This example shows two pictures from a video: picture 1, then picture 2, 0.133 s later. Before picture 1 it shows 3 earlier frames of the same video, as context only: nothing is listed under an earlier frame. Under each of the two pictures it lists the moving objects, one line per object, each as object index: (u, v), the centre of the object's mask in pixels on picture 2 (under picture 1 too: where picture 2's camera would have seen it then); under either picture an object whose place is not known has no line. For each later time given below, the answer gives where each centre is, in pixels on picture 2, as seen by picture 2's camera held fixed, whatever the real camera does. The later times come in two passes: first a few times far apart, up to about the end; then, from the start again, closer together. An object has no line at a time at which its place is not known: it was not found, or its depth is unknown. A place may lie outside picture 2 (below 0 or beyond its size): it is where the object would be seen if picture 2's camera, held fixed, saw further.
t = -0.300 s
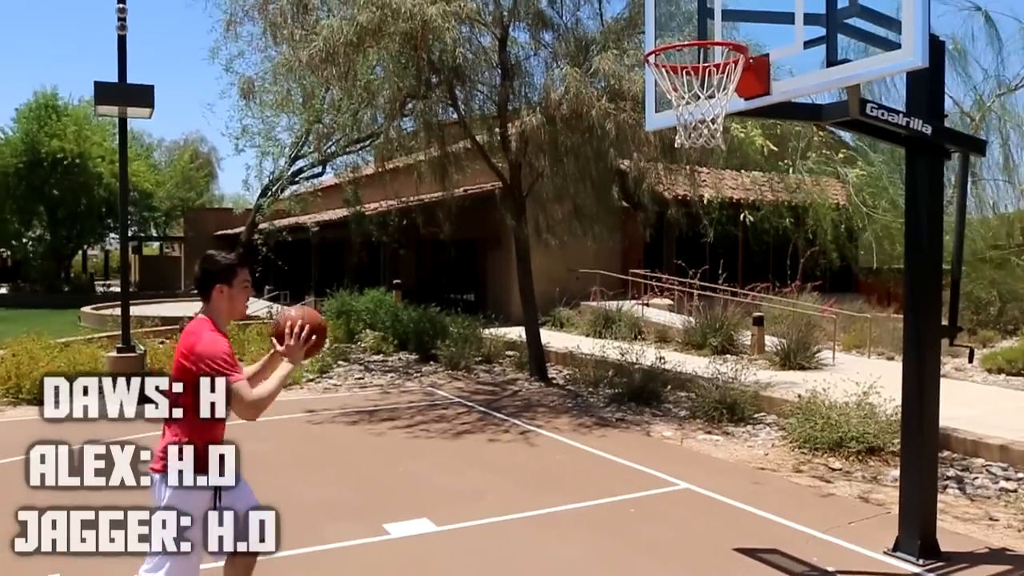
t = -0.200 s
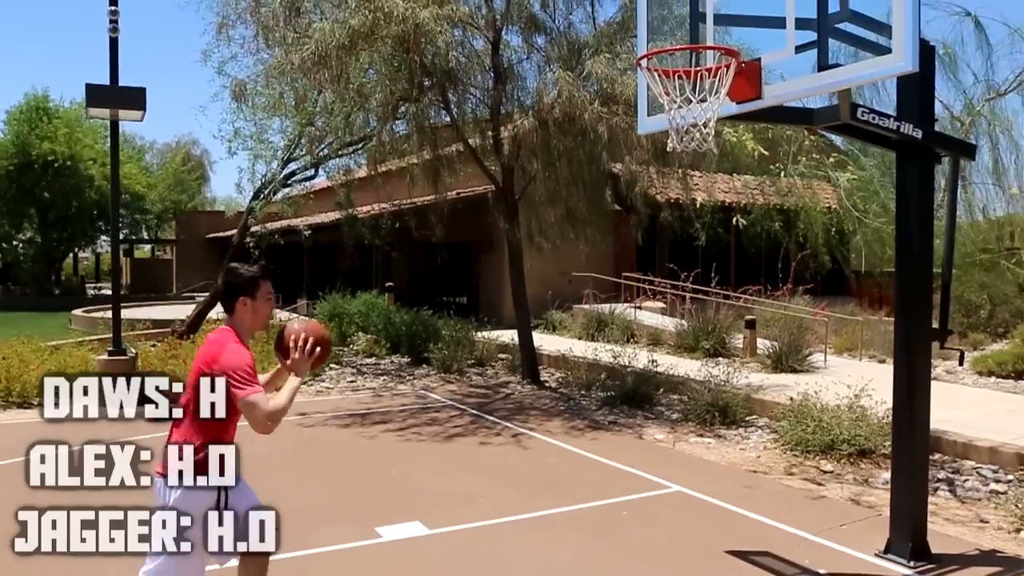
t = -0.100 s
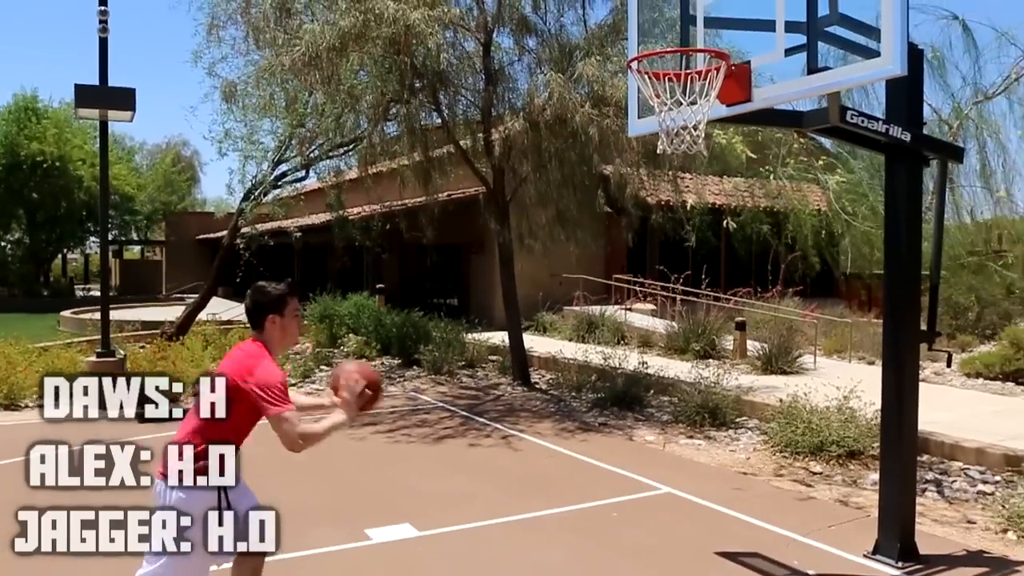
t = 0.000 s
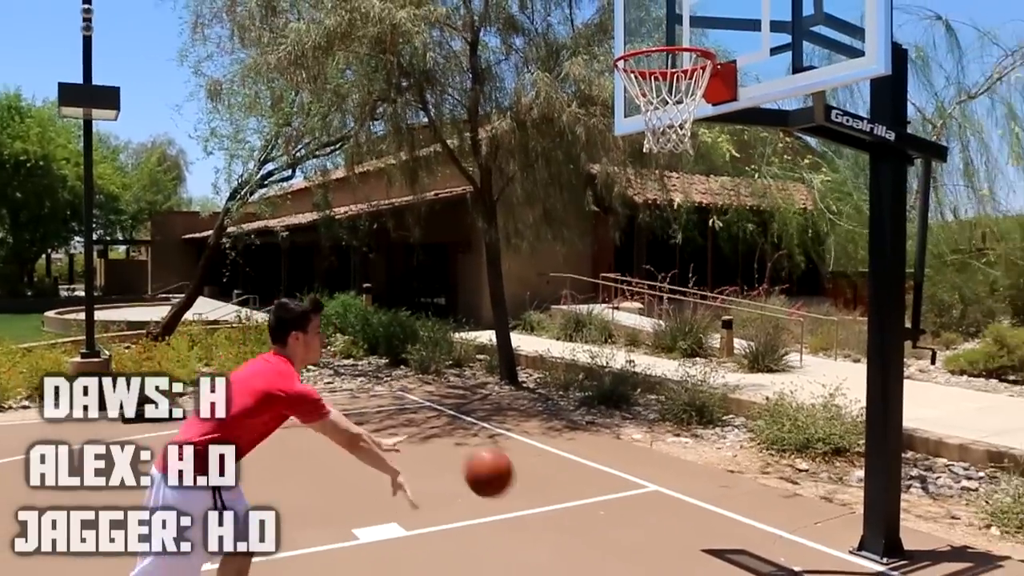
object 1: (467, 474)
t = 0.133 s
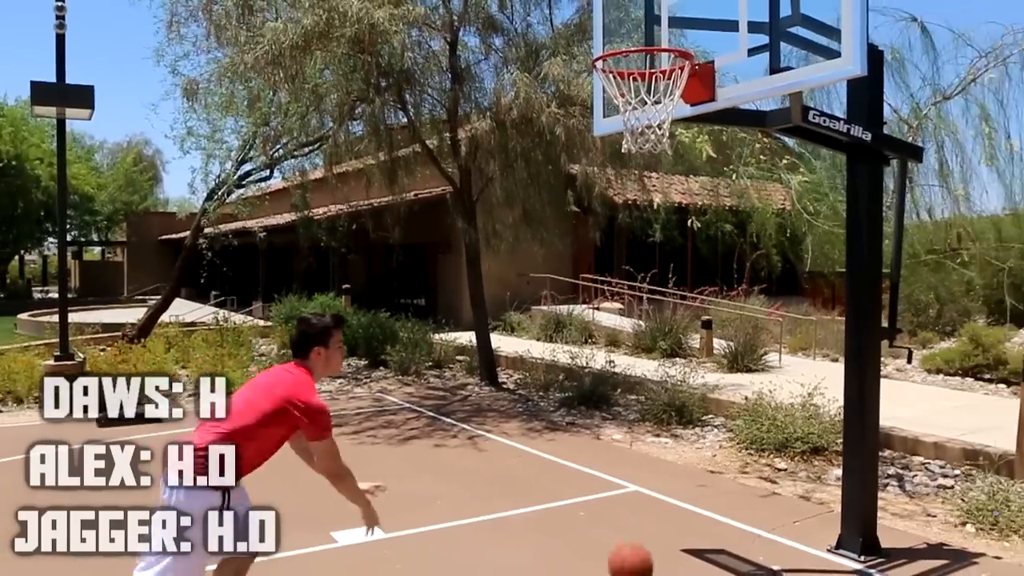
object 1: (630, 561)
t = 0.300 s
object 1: (727, 398)
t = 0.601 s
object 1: (851, 233)
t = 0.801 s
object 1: (816, 173)
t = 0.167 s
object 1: (651, 527)
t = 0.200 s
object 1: (671, 492)
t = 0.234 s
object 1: (690, 457)
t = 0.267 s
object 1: (709, 425)
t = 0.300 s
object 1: (727, 398)
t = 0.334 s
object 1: (745, 371)
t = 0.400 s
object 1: (781, 325)
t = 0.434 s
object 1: (797, 306)
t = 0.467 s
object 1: (814, 290)
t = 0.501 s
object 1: (834, 275)
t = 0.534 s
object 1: (849, 262)
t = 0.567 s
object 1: (855, 248)
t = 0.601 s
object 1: (851, 233)
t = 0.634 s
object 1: (846, 219)
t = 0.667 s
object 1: (840, 207)
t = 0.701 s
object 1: (835, 195)
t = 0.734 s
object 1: (829, 186)
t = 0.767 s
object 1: (823, 179)
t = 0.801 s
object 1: (816, 173)
